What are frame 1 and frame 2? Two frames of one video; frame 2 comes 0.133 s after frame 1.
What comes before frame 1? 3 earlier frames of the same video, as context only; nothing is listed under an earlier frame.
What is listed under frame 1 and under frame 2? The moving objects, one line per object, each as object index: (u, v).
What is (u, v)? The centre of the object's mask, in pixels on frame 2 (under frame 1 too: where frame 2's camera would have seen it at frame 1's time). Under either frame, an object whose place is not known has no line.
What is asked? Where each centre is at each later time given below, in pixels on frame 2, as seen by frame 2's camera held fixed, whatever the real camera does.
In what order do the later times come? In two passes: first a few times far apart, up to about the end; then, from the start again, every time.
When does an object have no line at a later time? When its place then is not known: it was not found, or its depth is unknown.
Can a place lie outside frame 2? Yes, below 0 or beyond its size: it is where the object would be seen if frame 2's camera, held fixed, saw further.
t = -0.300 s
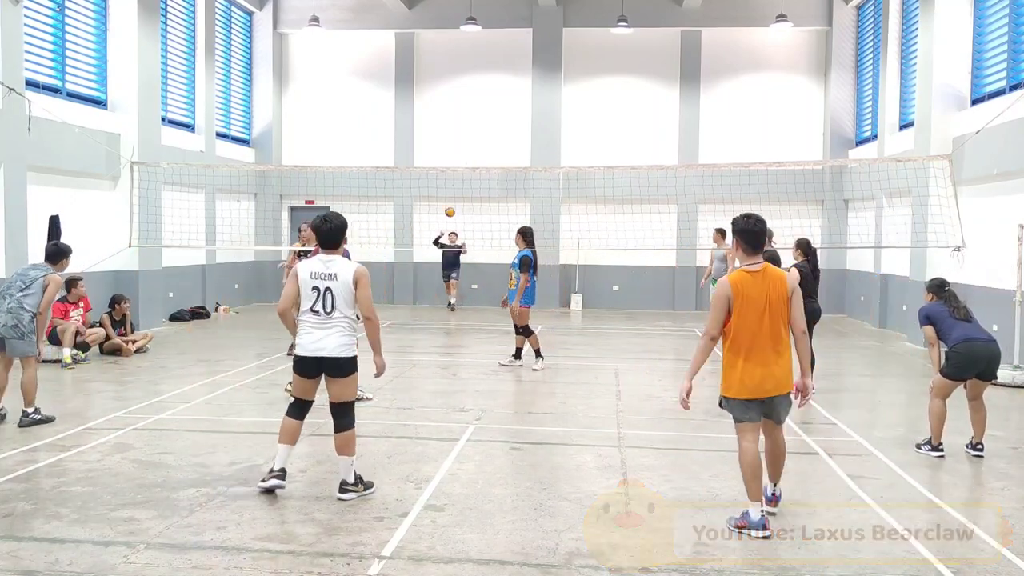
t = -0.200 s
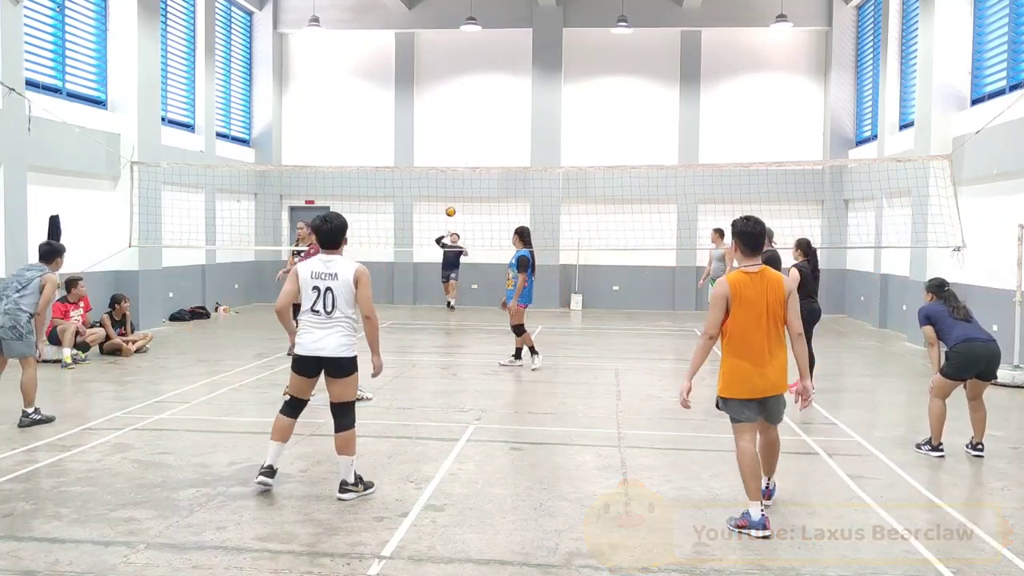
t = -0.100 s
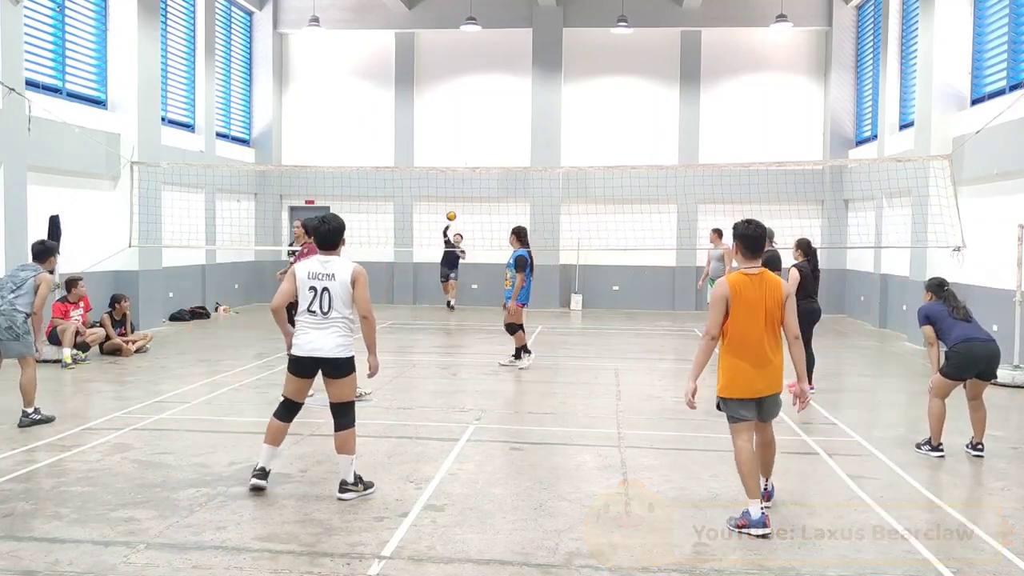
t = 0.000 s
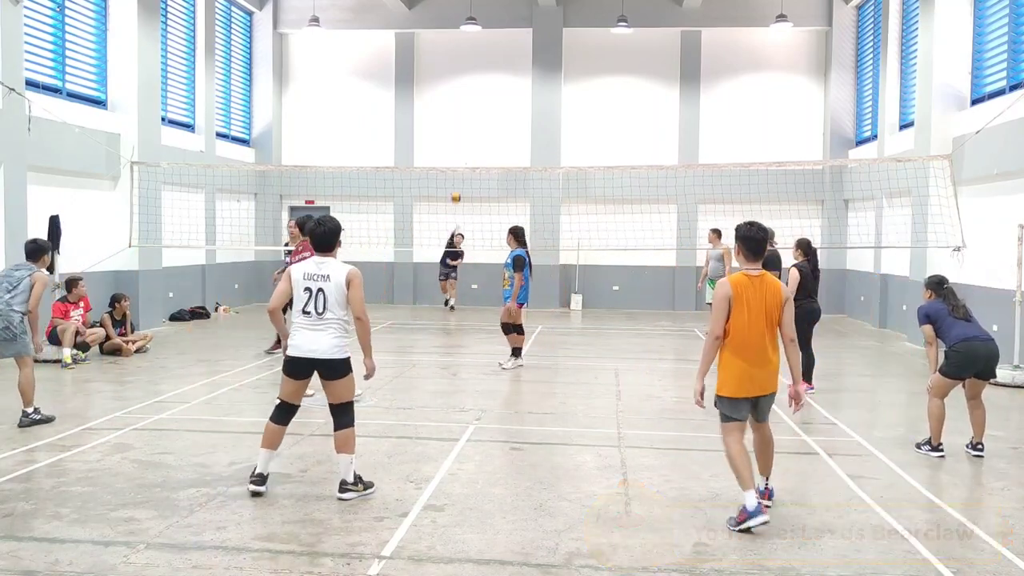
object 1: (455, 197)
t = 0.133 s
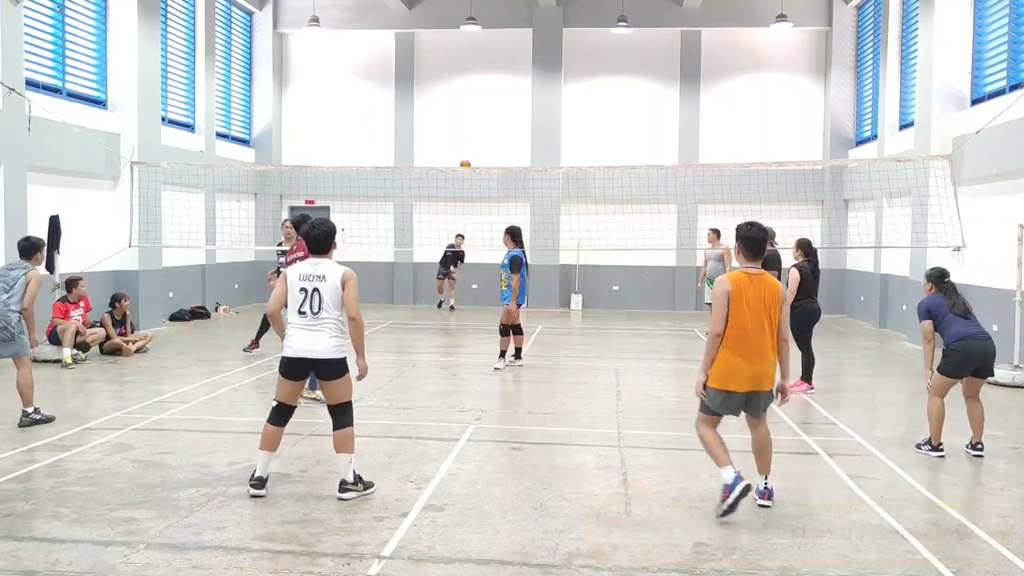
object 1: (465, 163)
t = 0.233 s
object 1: (472, 143)
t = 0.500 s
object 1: (498, 103)
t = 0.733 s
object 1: (526, 105)
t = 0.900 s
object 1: (553, 142)
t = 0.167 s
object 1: (468, 157)
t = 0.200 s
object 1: (470, 150)
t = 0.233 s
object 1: (472, 143)
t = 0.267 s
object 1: (475, 136)
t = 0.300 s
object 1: (478, 130)
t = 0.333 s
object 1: (481, 124)
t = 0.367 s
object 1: (484, 119)
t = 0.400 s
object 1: (488, 114)
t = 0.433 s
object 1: (491, 110)
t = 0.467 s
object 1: (494, 106)
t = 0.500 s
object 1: (498, 103)
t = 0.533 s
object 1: (501, 100)
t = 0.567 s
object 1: (504, 98)
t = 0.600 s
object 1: (508, 98)
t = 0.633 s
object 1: (512, 98)
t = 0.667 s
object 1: (517, 100)
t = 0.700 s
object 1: (521, 102)
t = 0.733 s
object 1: (526, 105)
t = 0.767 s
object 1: (531, 110)
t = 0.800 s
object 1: (536, 116)
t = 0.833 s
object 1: (541, 123)
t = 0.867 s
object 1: (547, 131)
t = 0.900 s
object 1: (553, 142)
